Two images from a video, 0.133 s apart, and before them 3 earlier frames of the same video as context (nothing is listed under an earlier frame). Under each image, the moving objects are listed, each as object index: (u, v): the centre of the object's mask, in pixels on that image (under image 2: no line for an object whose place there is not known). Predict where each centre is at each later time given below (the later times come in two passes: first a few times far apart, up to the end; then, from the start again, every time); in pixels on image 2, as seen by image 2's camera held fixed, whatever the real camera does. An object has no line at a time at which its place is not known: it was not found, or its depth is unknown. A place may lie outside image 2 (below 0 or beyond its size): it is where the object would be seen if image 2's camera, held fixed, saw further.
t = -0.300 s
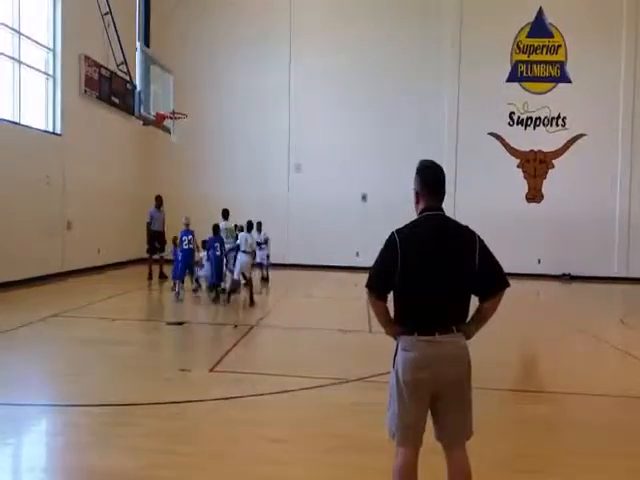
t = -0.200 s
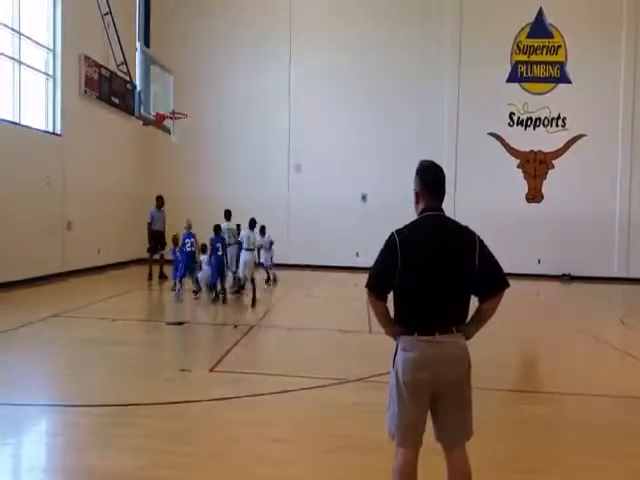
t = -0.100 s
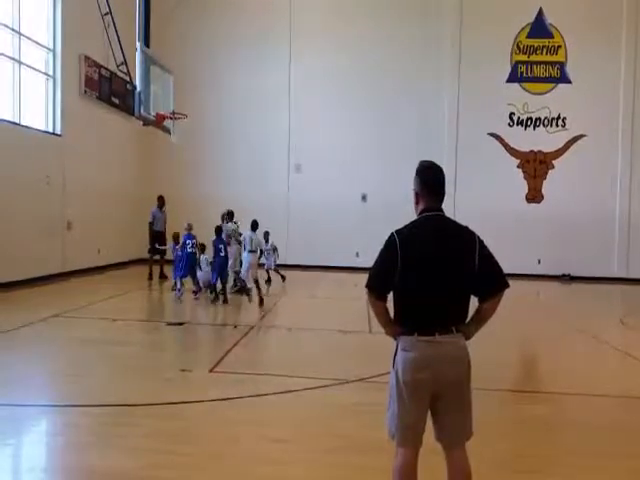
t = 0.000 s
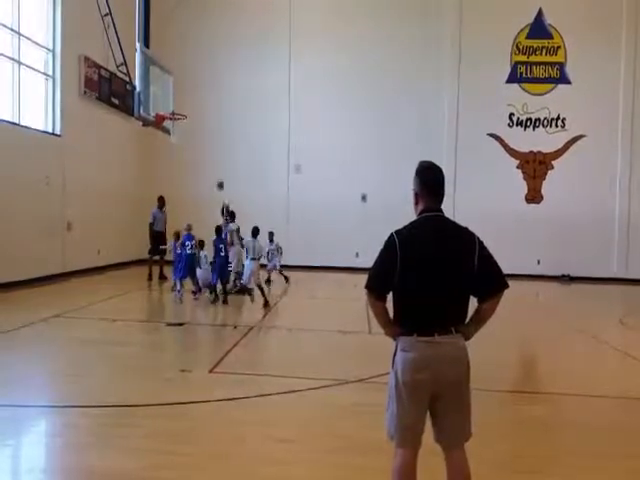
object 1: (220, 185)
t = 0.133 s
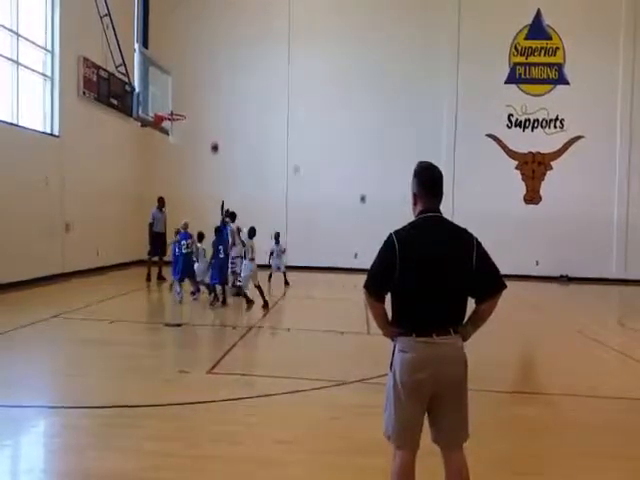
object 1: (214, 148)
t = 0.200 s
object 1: (211, 131)
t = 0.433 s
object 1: (200, 82)
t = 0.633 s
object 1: (188, 58)
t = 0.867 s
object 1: (174, 55)
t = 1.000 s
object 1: (170, 61)
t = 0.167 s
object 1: (212, 139)
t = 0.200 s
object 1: (211, 131)
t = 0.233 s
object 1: (209, 123)
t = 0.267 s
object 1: (208, 115)
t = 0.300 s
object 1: (206, 108)
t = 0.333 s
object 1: (204, 101)
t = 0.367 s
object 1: (203, 95)
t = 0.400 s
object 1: (201, 88)
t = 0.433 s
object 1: (200, 82)
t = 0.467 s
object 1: (198, 77)
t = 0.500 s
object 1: (194, 71)
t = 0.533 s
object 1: (194, 68)
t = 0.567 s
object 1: (193, 64)
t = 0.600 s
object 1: (191, 61)
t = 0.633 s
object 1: (188, 58)
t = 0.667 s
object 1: (187, 56)
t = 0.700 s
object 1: (185, 55)
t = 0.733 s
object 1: (183, 54)
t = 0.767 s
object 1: (181, 54)
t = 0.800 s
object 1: (178, 53)
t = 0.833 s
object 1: (176, 54)
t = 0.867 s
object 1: (174, 55)
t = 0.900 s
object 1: (172, 58)
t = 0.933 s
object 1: (169, 60)
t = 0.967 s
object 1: (169, 60)
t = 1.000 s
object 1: (170, 61)
